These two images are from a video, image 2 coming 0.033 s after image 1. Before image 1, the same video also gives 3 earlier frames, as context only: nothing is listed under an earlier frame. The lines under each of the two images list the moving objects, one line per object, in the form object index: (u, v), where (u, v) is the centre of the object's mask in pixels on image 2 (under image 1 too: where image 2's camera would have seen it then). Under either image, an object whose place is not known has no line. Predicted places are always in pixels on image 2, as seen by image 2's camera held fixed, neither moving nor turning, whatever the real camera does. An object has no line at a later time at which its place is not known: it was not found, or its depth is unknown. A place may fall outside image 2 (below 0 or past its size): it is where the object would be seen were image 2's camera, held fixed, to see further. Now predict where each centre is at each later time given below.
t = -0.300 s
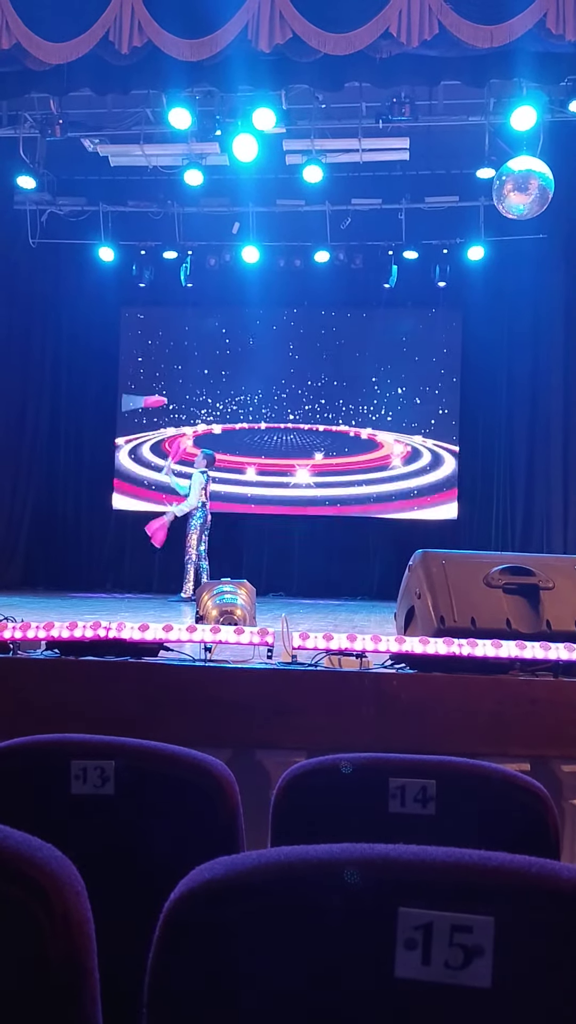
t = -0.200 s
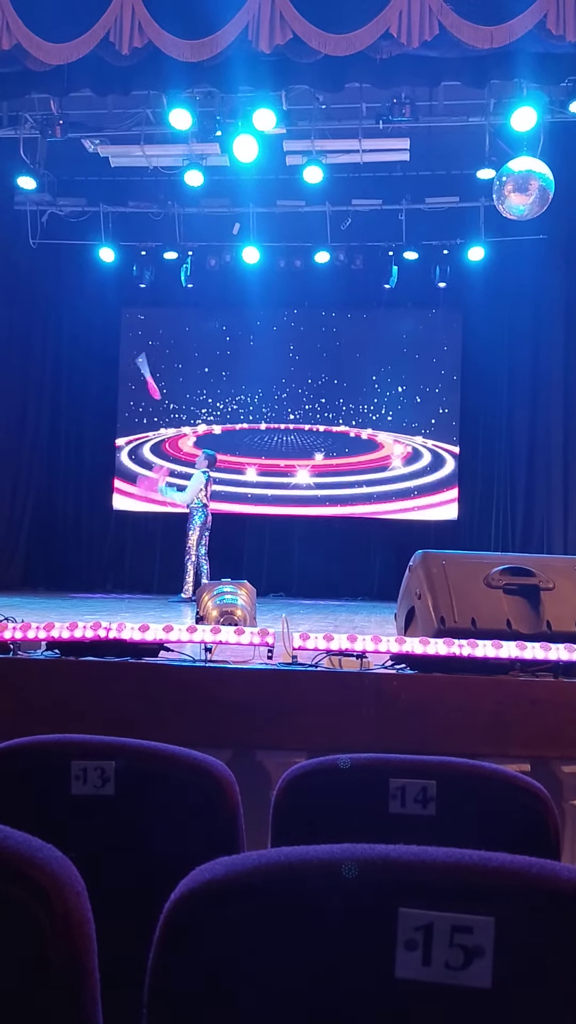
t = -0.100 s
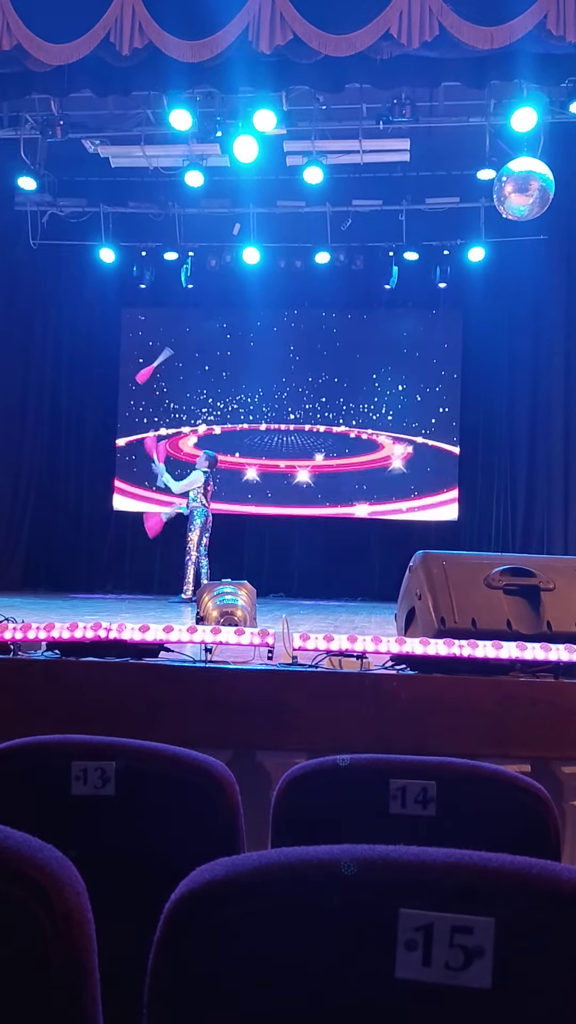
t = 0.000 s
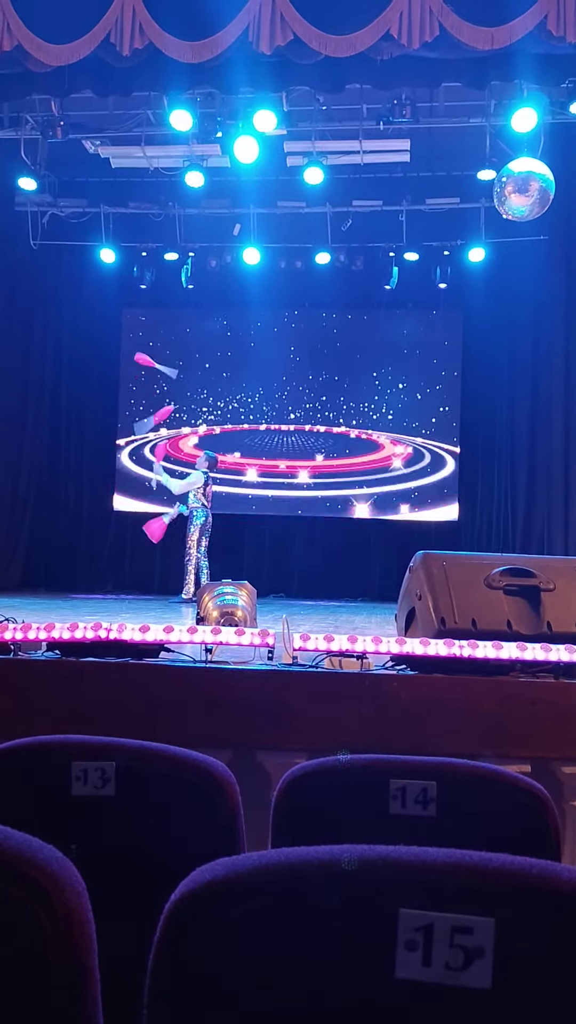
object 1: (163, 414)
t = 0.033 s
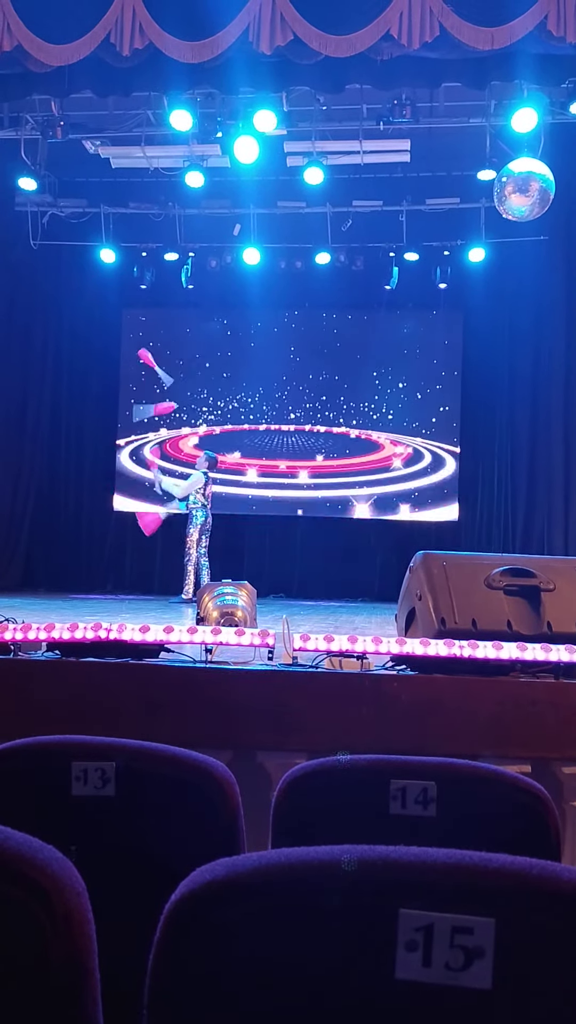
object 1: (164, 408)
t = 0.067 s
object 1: (164, 402)
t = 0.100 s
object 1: (164, 398)
